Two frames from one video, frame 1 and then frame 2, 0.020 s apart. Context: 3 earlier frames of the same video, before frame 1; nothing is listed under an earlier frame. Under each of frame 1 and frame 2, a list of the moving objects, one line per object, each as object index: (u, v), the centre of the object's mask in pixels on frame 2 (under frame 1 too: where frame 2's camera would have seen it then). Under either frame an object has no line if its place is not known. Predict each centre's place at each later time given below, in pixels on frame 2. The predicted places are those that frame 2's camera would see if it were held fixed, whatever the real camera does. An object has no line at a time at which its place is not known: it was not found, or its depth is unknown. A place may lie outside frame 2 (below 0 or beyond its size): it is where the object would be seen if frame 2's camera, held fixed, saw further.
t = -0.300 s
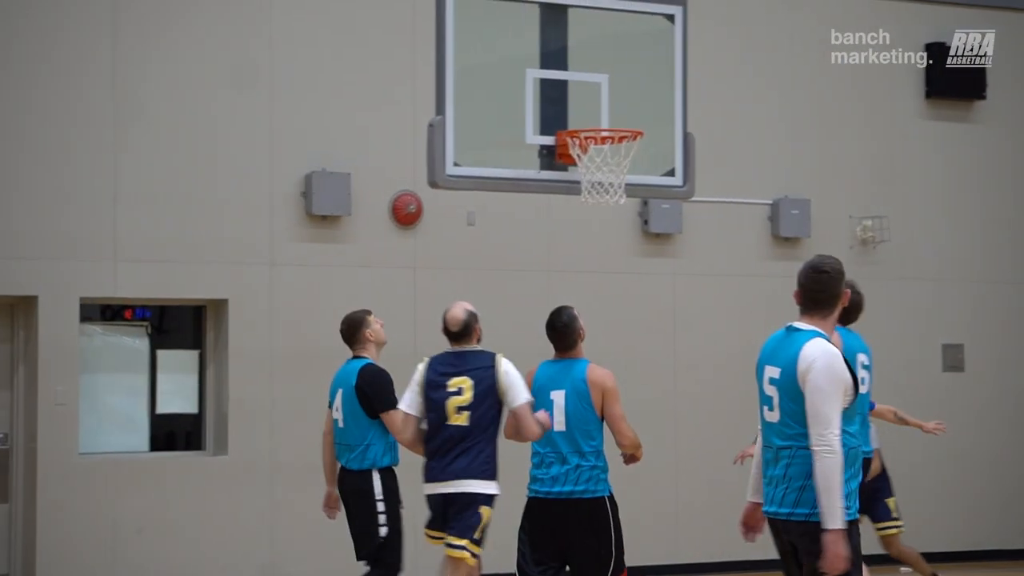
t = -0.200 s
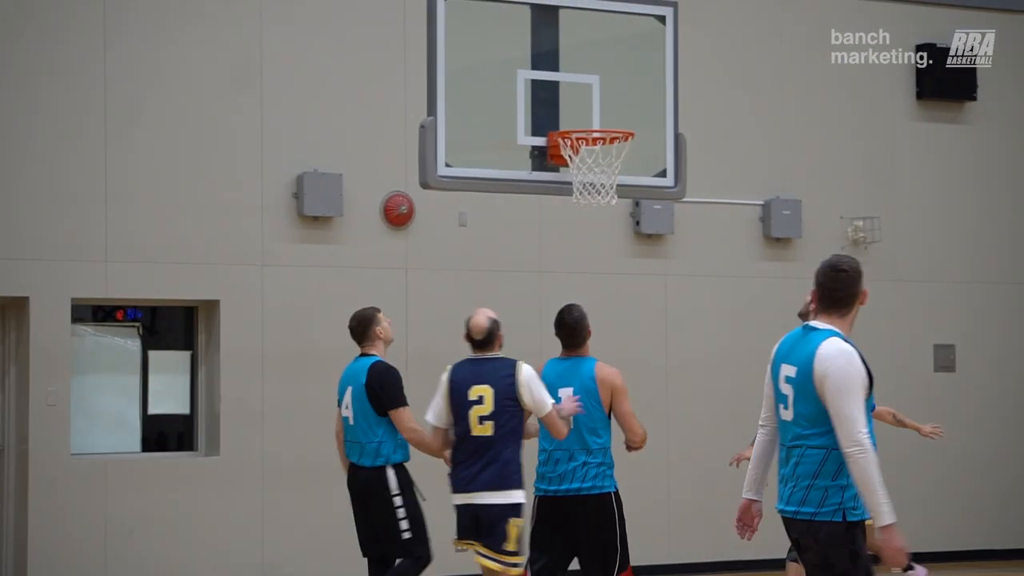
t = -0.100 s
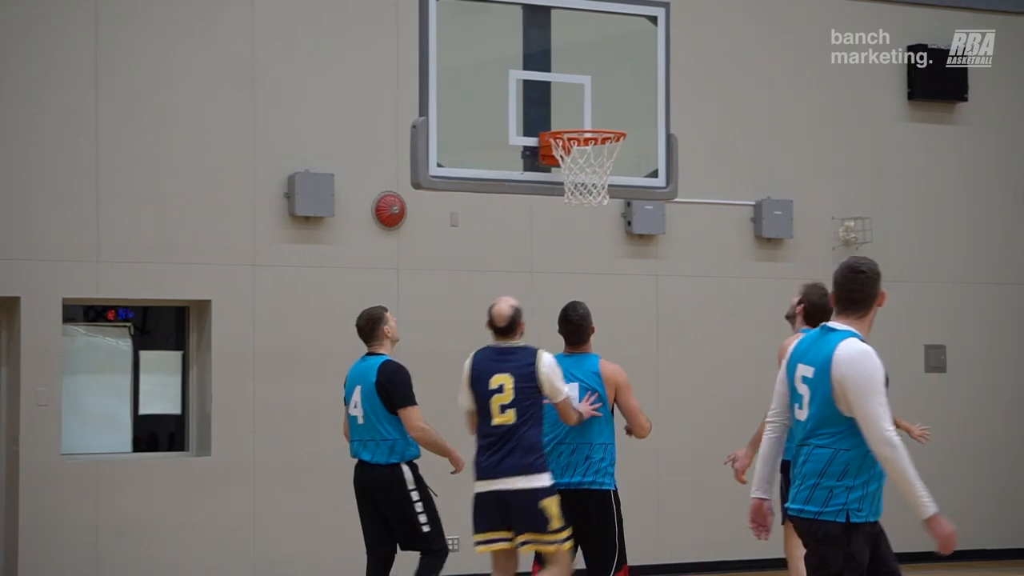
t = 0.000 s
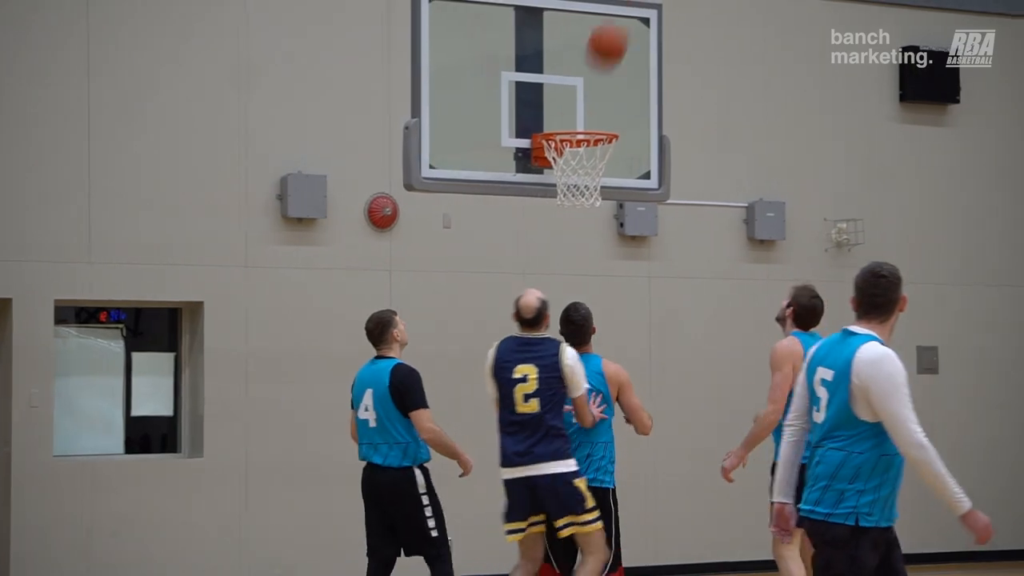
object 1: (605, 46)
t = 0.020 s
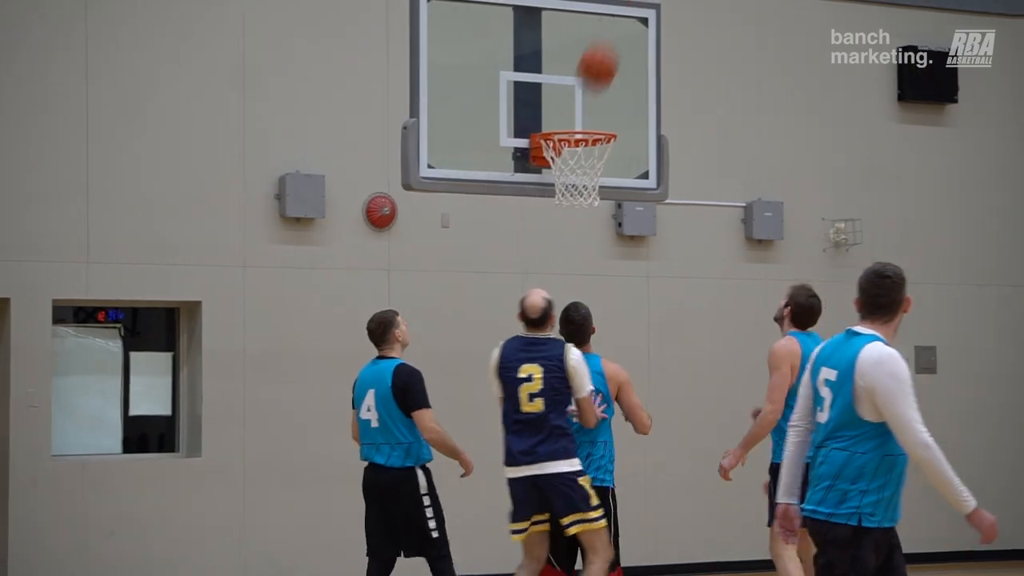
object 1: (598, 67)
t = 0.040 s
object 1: (590, 88)
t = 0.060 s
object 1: (582, 111)
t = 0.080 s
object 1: (575, 131)
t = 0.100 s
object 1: (575, 138)
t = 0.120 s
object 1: (575, 148)
